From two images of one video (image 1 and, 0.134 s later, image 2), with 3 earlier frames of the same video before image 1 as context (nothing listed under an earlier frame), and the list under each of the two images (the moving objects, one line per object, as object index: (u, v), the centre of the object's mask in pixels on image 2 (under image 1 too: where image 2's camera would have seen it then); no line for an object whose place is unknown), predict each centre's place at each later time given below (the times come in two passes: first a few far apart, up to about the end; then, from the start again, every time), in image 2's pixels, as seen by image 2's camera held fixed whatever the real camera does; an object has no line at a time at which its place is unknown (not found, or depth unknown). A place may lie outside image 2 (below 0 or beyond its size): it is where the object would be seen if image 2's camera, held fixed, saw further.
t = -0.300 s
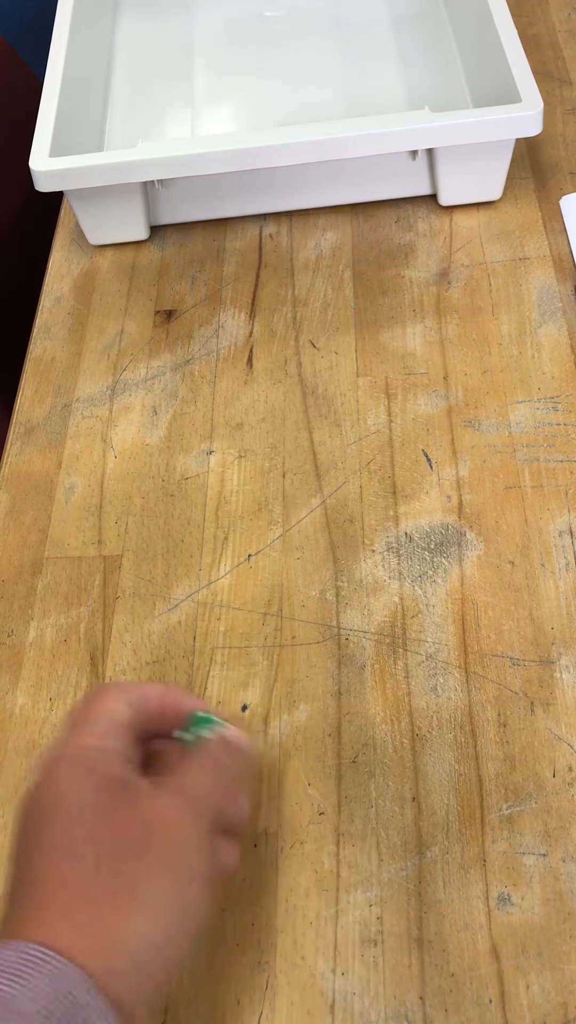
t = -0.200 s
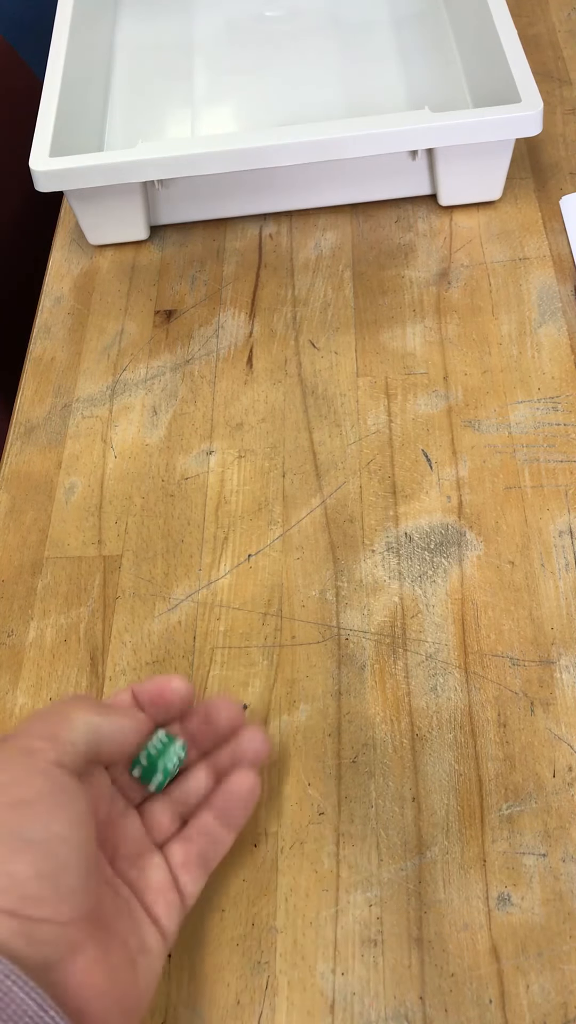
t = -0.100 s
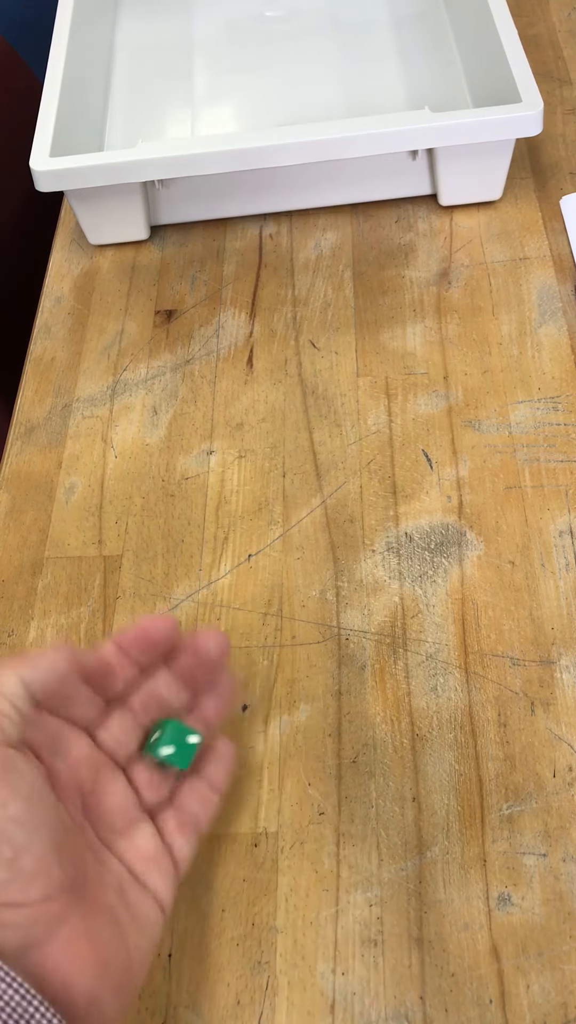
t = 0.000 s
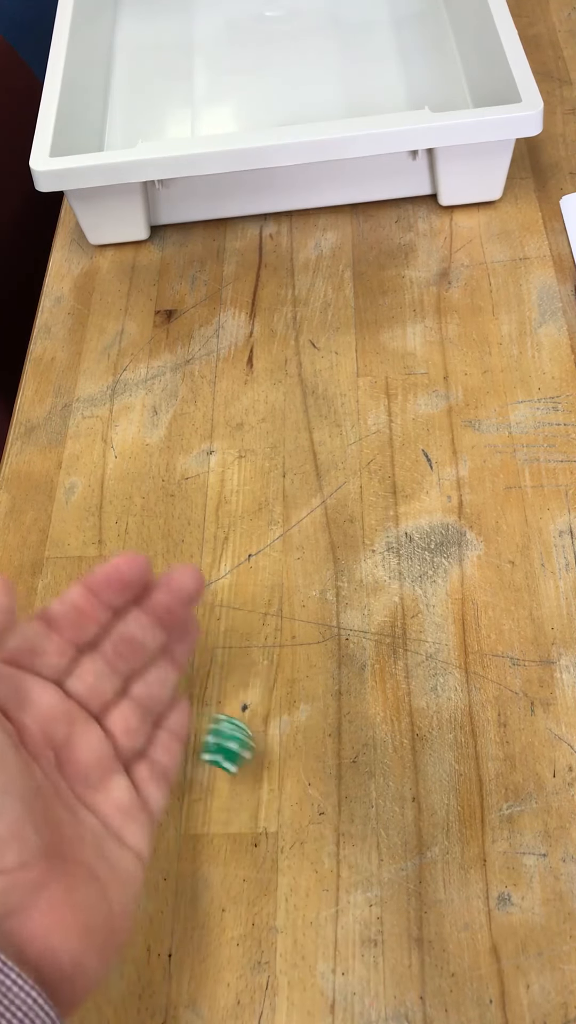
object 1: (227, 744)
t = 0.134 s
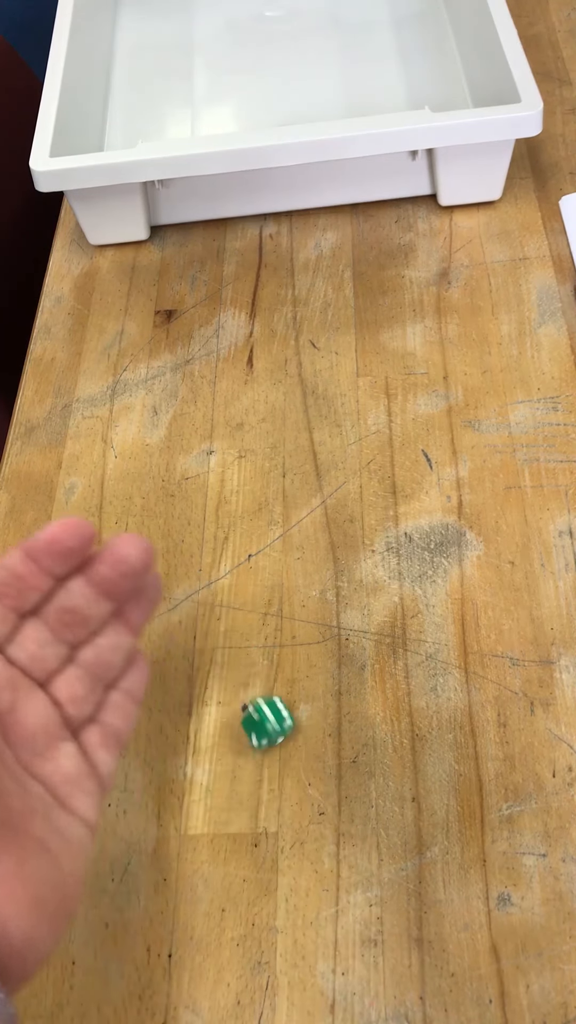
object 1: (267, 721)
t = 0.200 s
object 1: (267, 694)
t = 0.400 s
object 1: (279, 622)
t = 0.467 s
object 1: (276, 614)
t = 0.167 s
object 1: (267, 711)
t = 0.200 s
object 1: (267, 694)
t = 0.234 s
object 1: (267, 680)
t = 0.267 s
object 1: (266, 668)
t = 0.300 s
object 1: (267, 659)
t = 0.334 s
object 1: (272, 645)
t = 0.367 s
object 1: (276, 634)
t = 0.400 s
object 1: (279, 622)
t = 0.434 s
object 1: (279, 616)
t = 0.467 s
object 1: (276, 614)
